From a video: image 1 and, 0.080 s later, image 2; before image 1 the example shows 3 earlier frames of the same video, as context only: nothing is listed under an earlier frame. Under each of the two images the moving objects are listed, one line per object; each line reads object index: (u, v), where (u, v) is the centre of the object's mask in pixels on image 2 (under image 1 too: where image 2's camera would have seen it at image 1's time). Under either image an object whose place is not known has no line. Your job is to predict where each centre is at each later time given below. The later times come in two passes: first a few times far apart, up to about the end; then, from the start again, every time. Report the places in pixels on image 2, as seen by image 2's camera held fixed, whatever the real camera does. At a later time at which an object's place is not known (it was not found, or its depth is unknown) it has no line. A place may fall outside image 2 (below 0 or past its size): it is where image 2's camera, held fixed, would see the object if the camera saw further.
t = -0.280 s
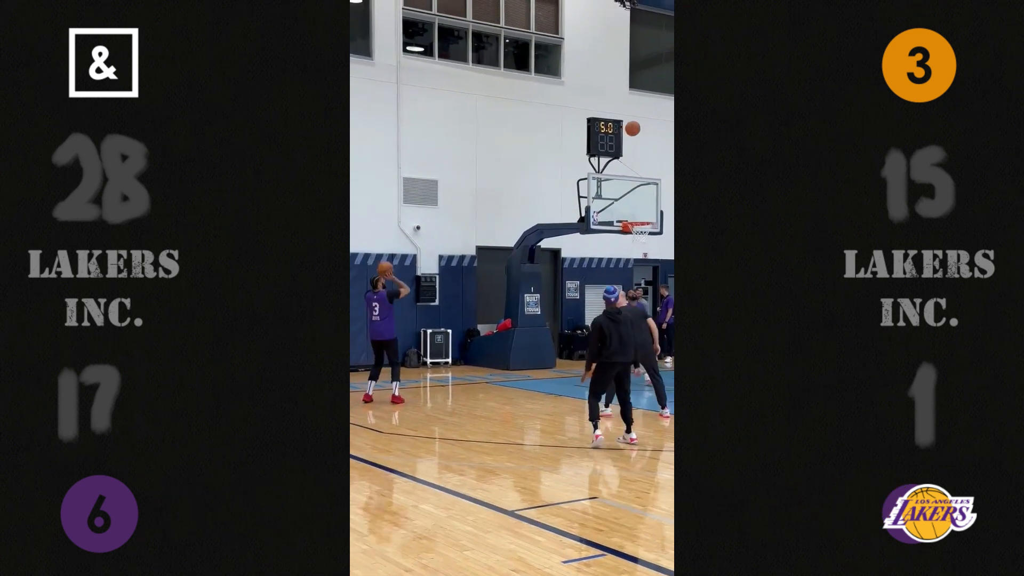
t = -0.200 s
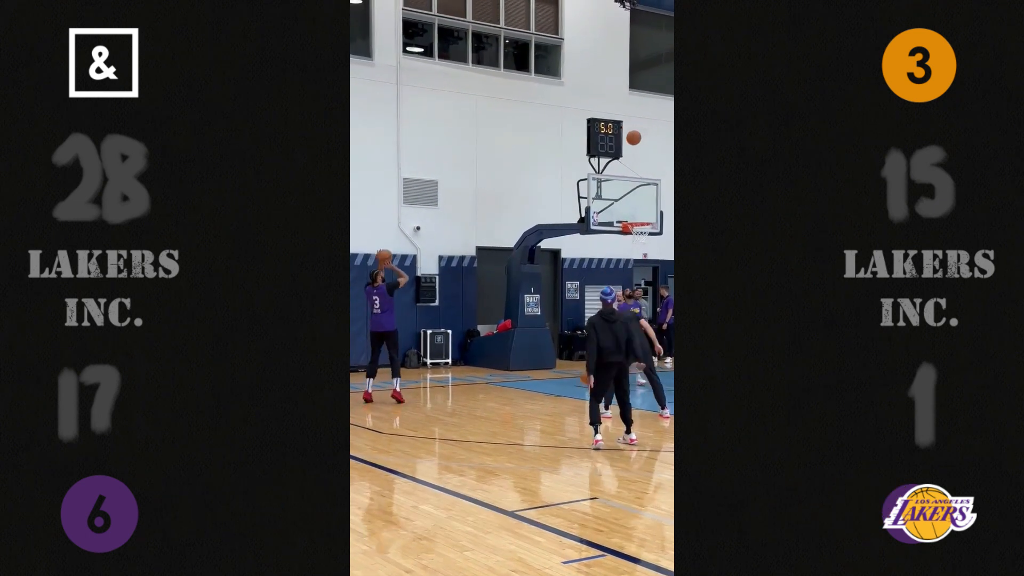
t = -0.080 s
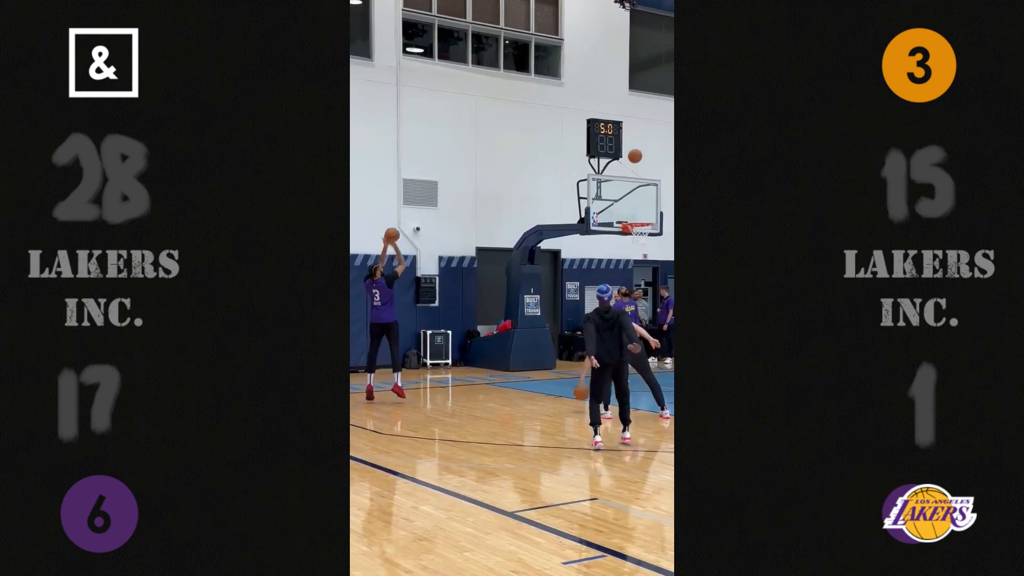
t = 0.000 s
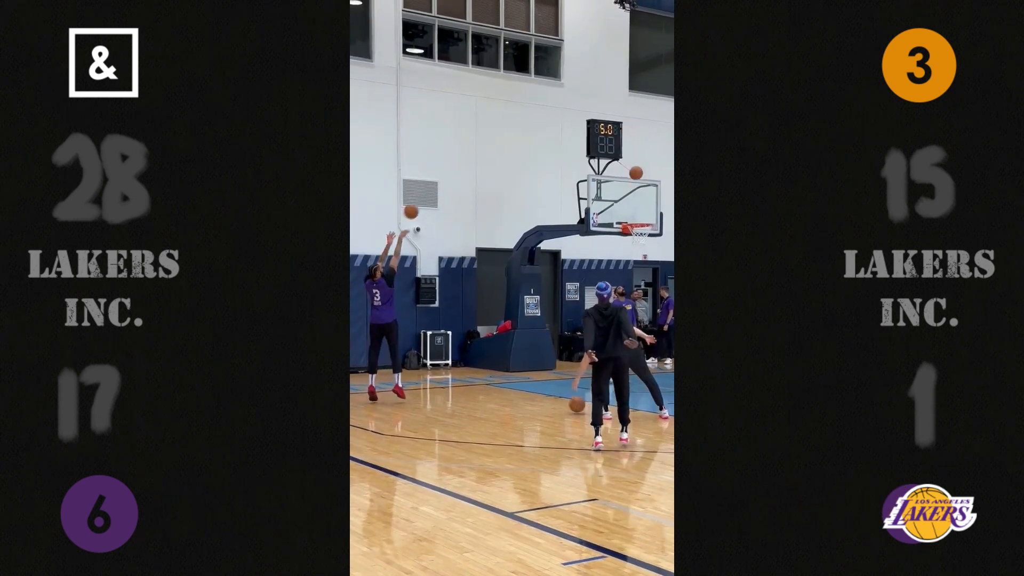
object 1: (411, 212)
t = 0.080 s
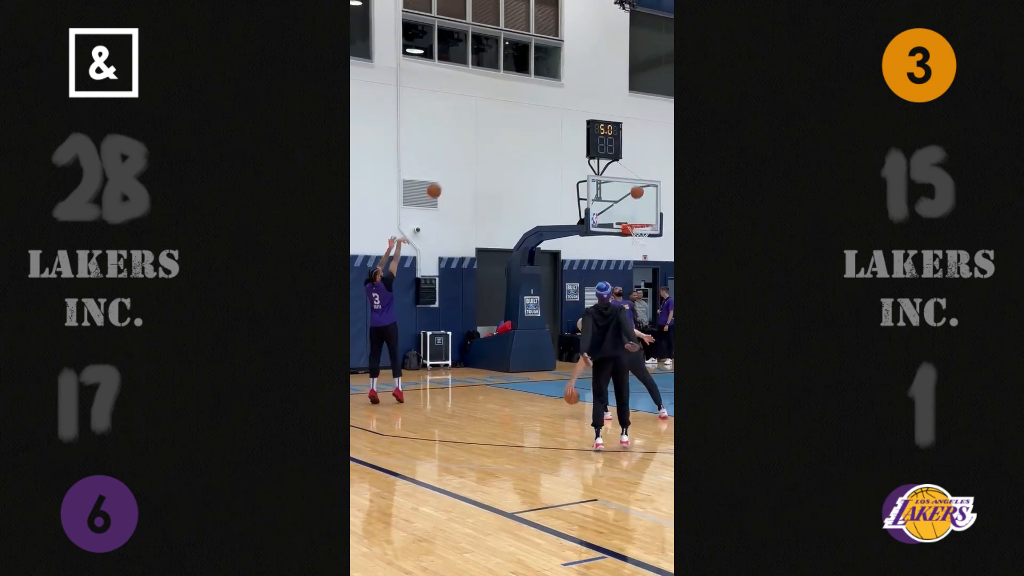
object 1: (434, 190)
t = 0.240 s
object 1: (474, 165)
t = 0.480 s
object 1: (536, 152)
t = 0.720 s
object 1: (587, 169)
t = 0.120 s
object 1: (443, 184)
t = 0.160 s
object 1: (456, 175)
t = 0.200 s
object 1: (465, 170)
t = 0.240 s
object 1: (474, 165)
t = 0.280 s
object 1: (486, 159)
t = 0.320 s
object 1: (495, 157)
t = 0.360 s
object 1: (507, 154)
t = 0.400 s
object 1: (516, 152)
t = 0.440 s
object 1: (523, 152)
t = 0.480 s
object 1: (536, 152)
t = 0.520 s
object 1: (544, 152)
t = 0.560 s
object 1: (555, 155)
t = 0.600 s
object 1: (563, 157)
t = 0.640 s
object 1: (570, 160)
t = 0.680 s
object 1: (581, 165)
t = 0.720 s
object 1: (587, 169)
